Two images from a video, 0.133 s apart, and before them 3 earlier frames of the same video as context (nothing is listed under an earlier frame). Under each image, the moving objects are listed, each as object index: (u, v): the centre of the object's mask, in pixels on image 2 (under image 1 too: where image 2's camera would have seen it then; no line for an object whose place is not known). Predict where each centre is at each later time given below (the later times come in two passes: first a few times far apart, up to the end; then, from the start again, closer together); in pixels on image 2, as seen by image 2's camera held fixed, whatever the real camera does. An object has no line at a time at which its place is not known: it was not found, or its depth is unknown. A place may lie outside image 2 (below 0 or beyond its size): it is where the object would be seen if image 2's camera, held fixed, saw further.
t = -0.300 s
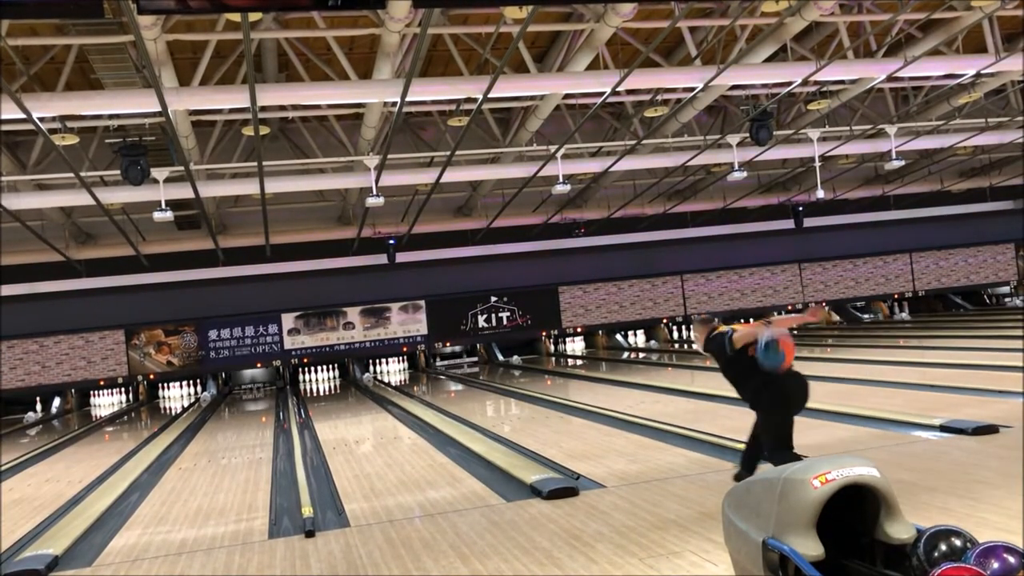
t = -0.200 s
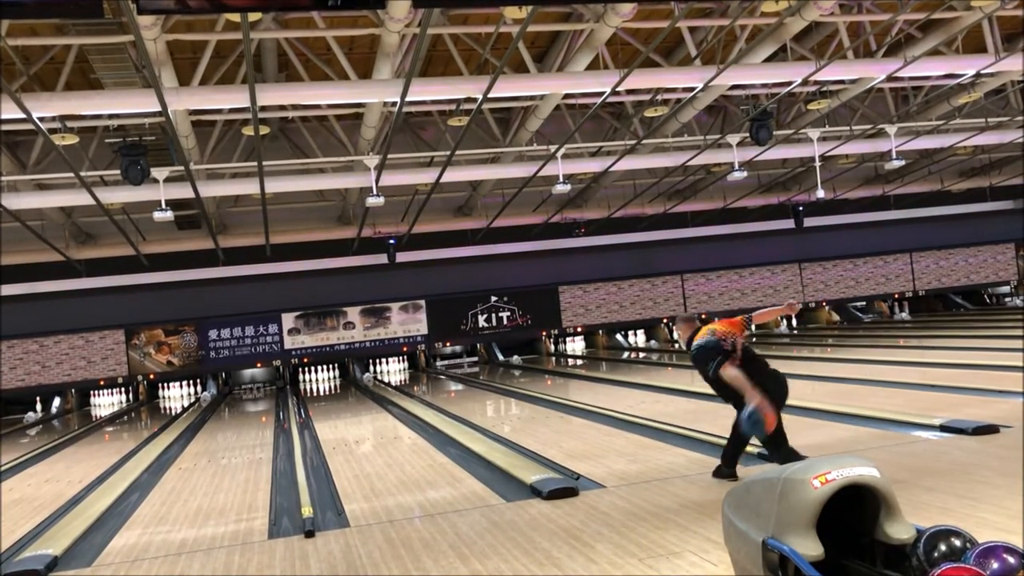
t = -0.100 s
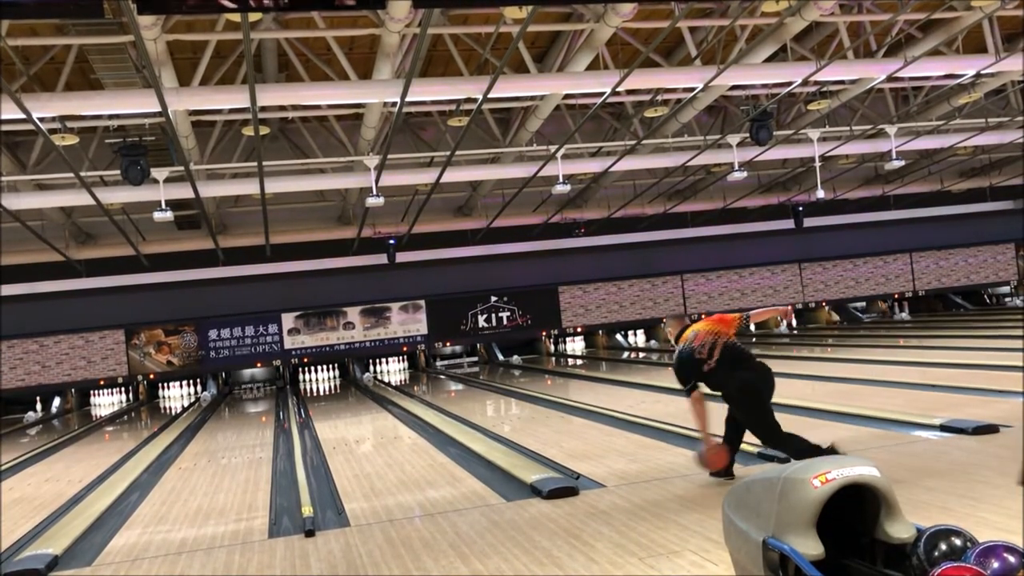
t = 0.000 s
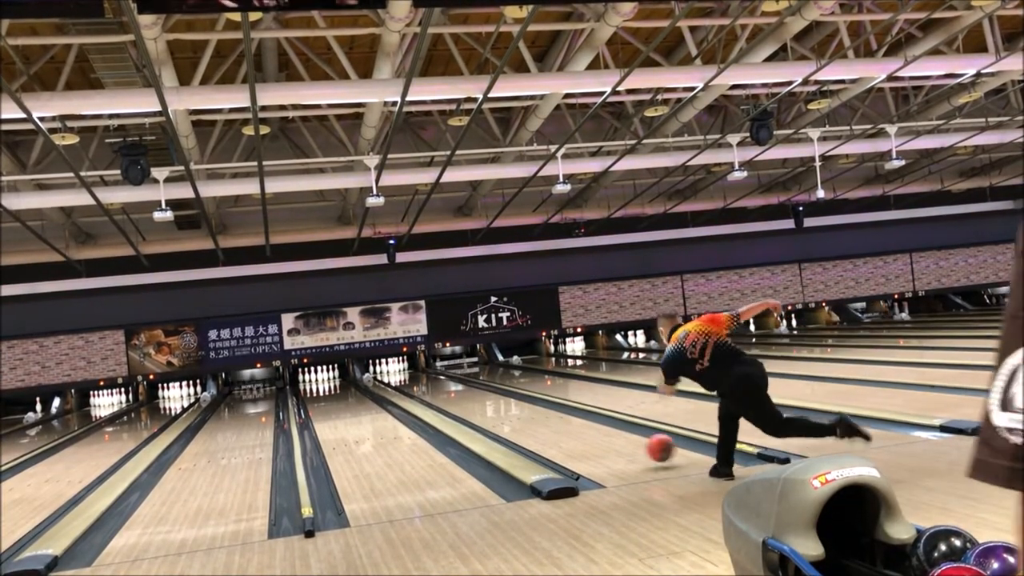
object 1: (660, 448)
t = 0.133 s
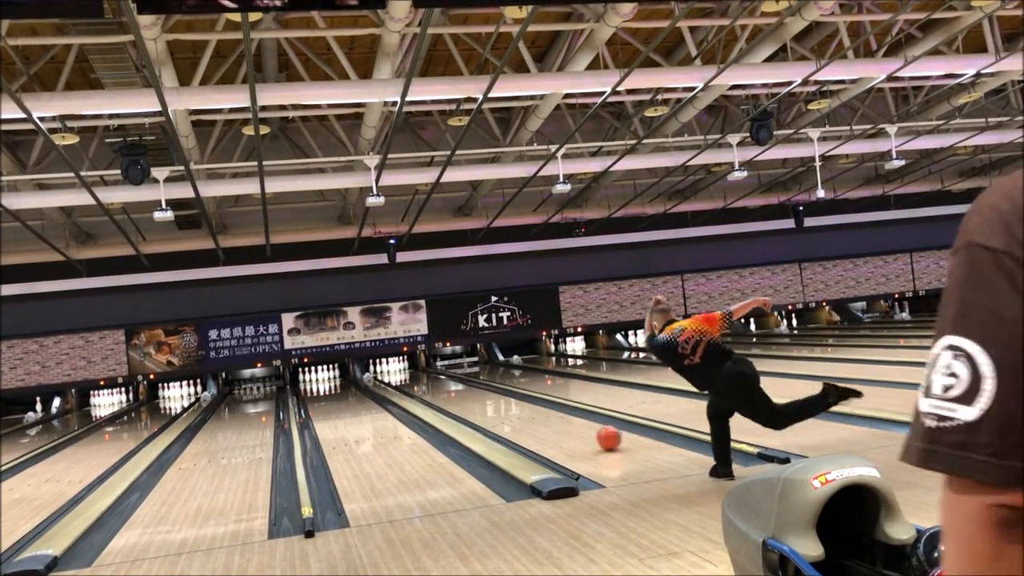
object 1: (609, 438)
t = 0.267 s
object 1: (569, 427)
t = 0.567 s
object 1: (504, 407)
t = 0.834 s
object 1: (466, 397)
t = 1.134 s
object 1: (435, 389)
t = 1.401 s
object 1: (414, 382)
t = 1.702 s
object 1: (400, 378)
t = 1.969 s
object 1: (391, 374)
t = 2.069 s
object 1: (390, 372)
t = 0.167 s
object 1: (598, 435)
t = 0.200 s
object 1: (588, 431)
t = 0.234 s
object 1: (578, 429)
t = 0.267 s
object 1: (569, 427)
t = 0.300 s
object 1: (560, 425)
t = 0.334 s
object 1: (551, 422)
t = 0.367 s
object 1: (544, 419)
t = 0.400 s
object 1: (536, 418)
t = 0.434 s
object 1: (529, 416)
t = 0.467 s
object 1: (522, 414)
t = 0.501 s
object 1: (516, 412)
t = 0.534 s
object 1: (509, 410)
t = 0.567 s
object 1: (504, 407)
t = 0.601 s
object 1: (499, 406)
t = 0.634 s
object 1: (494, 405)
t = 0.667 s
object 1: (488, 404)
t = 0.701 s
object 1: (483, 403)
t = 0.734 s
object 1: (479, 401)
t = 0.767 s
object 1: (475, 400)
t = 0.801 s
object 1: (470, 399)
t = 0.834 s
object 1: (466, 397)
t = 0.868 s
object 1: (462, 396)
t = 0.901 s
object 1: (458, 395)
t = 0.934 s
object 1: (455, 394)
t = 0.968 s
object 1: (452, 393)
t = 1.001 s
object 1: (448, 393)
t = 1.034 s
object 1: (443, 391)
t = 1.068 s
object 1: (441, 390)
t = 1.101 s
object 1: (438, 389)
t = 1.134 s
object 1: (435, 389)
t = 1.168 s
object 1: (433, 389)
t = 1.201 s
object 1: (430, 388)
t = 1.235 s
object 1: (427, 385)
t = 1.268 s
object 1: (424, 386)
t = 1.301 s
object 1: (423, 385)
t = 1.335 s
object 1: (421, 385)
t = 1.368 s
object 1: (418, 384)
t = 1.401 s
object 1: (414, 382)
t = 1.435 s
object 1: (413, 381)
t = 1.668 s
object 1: (401, 378)
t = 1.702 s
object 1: (400, 378)
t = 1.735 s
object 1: (398, 378)
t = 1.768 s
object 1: (396, 377)
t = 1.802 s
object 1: (395, 376)
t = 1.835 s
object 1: (394, 376)
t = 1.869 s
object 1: (393, 376)
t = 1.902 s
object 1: (392, 375)
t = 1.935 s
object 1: (392, 374)
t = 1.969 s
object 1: (391, 374)
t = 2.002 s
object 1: (391, 374)
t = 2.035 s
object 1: (390, 372)
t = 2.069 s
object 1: (390, 372)
